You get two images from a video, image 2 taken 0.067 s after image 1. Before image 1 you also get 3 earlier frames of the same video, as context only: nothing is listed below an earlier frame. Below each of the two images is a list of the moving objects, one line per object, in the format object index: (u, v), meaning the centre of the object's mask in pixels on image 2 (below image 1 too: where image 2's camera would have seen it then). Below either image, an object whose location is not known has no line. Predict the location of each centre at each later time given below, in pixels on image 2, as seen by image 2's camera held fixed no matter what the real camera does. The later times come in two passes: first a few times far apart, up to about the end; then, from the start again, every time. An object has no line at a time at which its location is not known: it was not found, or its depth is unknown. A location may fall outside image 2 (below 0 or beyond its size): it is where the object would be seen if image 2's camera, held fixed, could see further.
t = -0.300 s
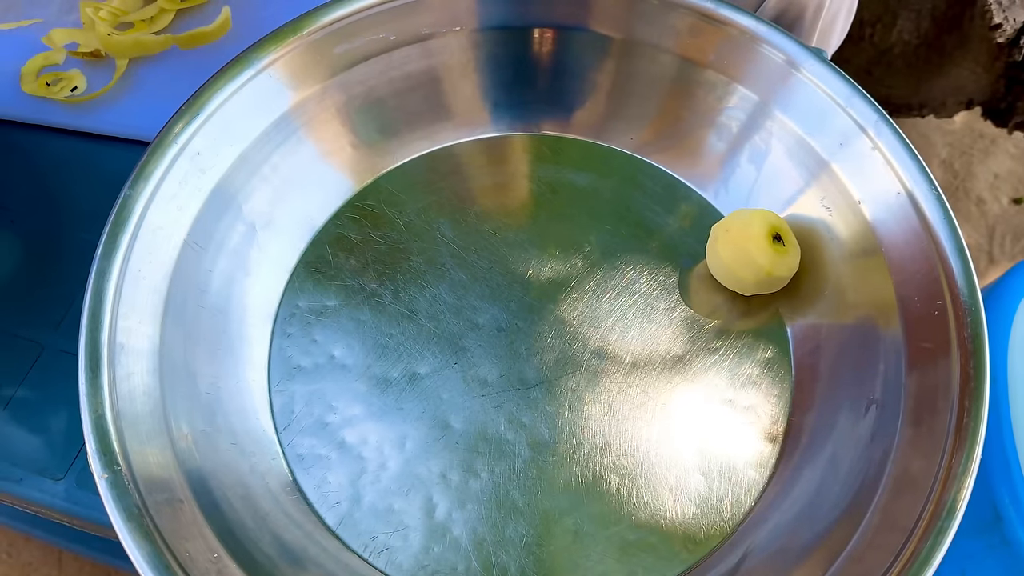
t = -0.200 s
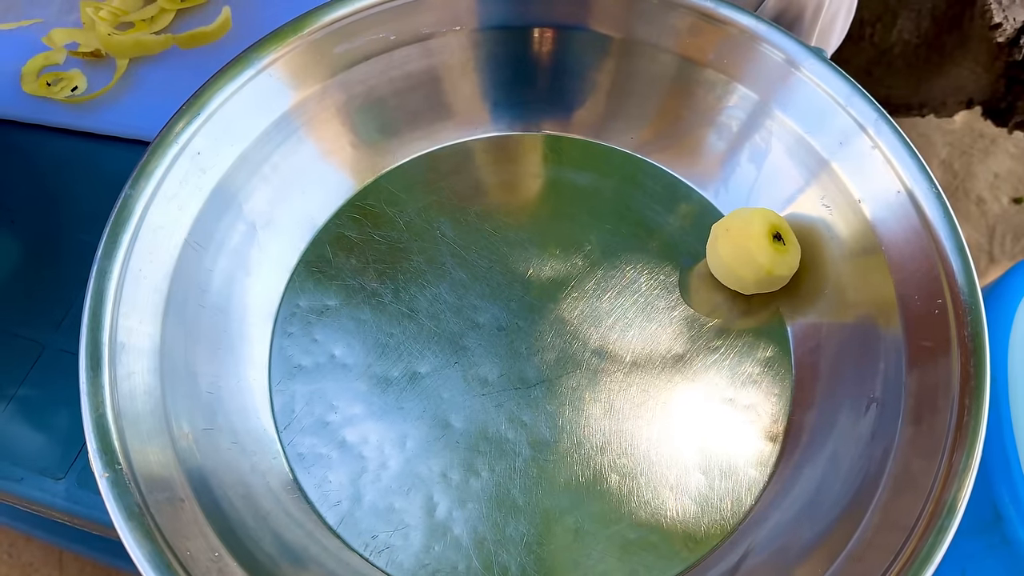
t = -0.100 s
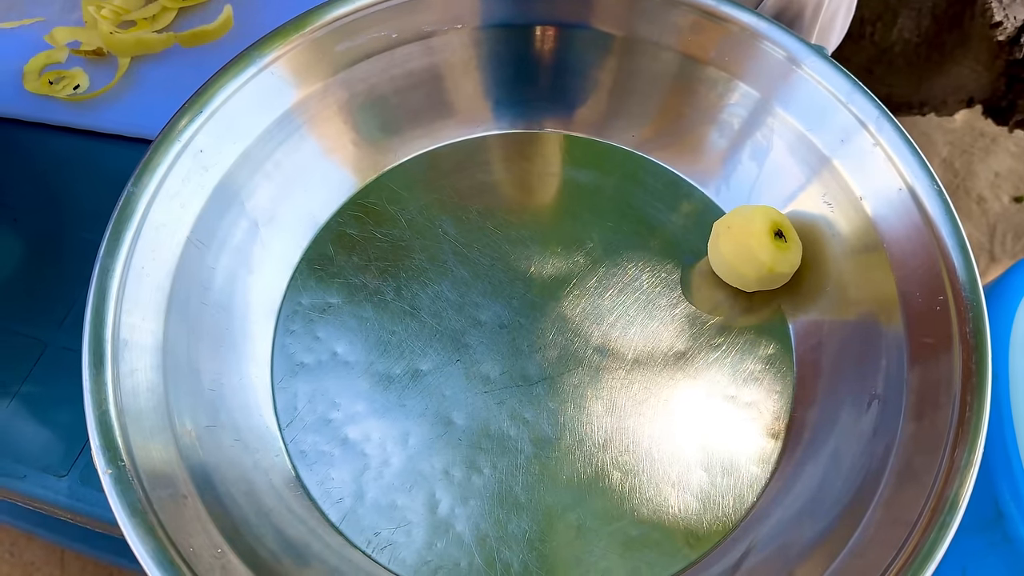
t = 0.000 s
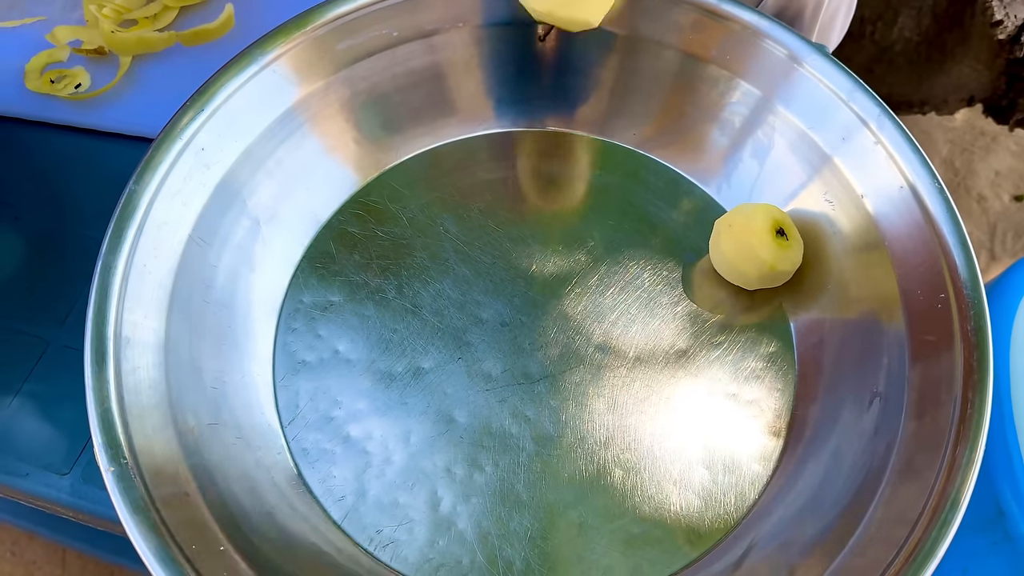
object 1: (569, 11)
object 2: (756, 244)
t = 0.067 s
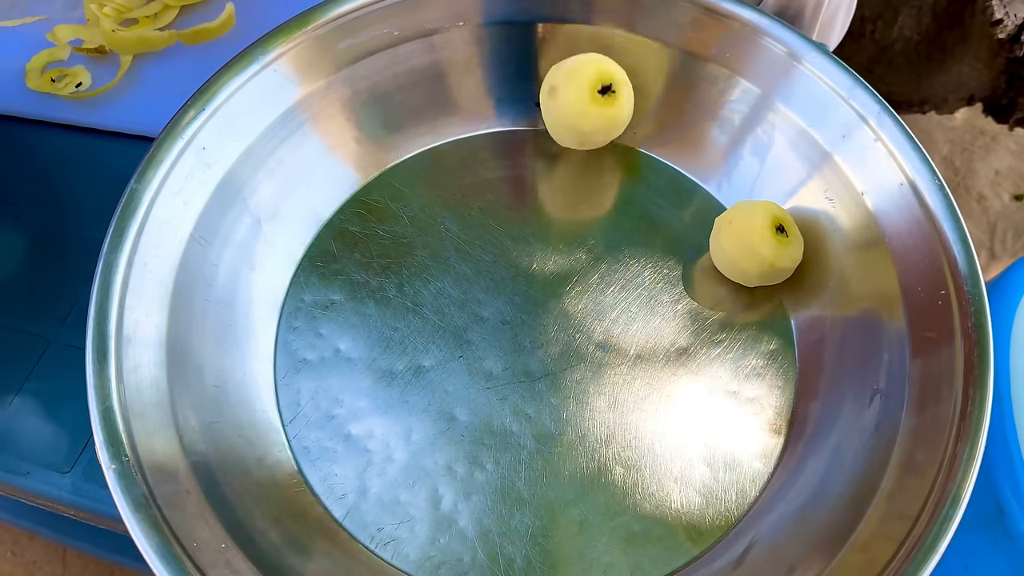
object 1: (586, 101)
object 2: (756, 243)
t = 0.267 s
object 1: (690, 309)
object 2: (756, 242)
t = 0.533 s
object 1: (752, 431)
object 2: (751, 238)
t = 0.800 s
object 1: (704, 424)
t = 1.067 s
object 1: (700, 394)
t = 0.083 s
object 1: (592, 130)
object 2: (756, 243)
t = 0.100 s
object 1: (600, 141)
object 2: (755, 243)
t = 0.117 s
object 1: (606, 154)
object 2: (754, 242)
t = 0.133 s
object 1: (614, 172)
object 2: (751, 243)
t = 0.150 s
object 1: (622, 192)
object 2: (750, 244)
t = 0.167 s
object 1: (630, 214)
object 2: (751, 244)
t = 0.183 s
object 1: (641, 226)
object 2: (751, 244)
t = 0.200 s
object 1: (650, 240)
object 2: (752, 243)
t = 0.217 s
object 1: (660, 258)
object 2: (753, 243)
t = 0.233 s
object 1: (669, 277)
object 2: (754, 242)
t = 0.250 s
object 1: (678, 293)
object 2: (755, 242)
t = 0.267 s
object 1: (690, 309)
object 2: (756, 242)
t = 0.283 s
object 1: (701, 325)
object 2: (755, 242)
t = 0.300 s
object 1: (713, 339)
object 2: (753, 242)
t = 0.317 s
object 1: (726, 350)
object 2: (753, 241)
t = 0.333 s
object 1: (738, 364)
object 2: (753, 240)
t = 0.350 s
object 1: (749, 378)
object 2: (753, 239)
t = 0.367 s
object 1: (761, 393)
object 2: (753, 239)
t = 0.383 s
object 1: (773, 404)
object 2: (752, 238)
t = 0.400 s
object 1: (785, 412)
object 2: (752, 238)
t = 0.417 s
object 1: (791, 417)
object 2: (752, 238)
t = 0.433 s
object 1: (795, 423)
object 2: (752, 238)
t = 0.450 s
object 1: (791, 425)
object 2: (751, 237)
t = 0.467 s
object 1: (787, 429)
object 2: (751, 237)
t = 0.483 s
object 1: (779, 432)
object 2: (751, 237)
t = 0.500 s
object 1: (769, 432)
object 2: (751, 237)
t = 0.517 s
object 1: (760, 432)
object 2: (751, 237)
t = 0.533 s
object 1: (752, 431)
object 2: (751, 238)
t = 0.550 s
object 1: (744, 430)
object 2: (751, 238)
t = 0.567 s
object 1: (738, 429)
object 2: (751, 237)
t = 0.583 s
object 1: (732, 428)
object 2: (751, 237)
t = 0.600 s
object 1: (727, 428)
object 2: (751, 237)
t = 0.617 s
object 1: (721, 428)
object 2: (751, 237)
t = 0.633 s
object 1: (715, 428)
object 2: (751, 237)
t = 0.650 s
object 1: (709, 428)
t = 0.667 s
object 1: (706, 427)
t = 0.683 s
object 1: (704, 427)
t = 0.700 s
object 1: (704, 427)
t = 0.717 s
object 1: (703, 426)
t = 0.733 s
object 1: (703, 426)
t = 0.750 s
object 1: (704, 425)
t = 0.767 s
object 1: (704, 425)
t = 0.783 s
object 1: (704, 425)
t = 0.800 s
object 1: (704, 424)
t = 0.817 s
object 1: (704, 423)
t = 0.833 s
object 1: (705, 422)
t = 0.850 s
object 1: (705, 420)
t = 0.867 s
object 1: (705, 419)
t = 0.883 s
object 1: (705, 418)
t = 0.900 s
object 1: (705, 417)
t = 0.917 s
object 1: (705, 416)
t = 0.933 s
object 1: (705, 414)
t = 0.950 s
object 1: (705, 412)
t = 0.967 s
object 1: (705, 410)
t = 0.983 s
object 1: (704, 408)
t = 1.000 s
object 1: (704, 405)
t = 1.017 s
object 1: (704, 403)
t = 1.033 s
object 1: (703, 400)
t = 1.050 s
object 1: (702, 397)
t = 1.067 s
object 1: (700, 394)
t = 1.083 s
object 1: (699, 392)
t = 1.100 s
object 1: (699, 390)
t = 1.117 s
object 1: (698, 388)
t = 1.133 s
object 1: (698, 387)
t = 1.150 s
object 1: (698, 386)
